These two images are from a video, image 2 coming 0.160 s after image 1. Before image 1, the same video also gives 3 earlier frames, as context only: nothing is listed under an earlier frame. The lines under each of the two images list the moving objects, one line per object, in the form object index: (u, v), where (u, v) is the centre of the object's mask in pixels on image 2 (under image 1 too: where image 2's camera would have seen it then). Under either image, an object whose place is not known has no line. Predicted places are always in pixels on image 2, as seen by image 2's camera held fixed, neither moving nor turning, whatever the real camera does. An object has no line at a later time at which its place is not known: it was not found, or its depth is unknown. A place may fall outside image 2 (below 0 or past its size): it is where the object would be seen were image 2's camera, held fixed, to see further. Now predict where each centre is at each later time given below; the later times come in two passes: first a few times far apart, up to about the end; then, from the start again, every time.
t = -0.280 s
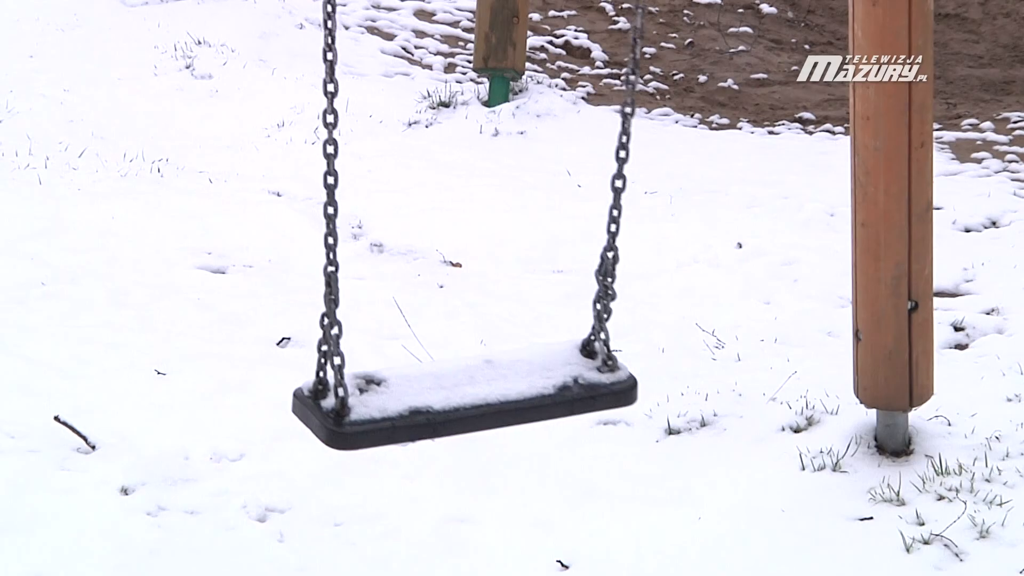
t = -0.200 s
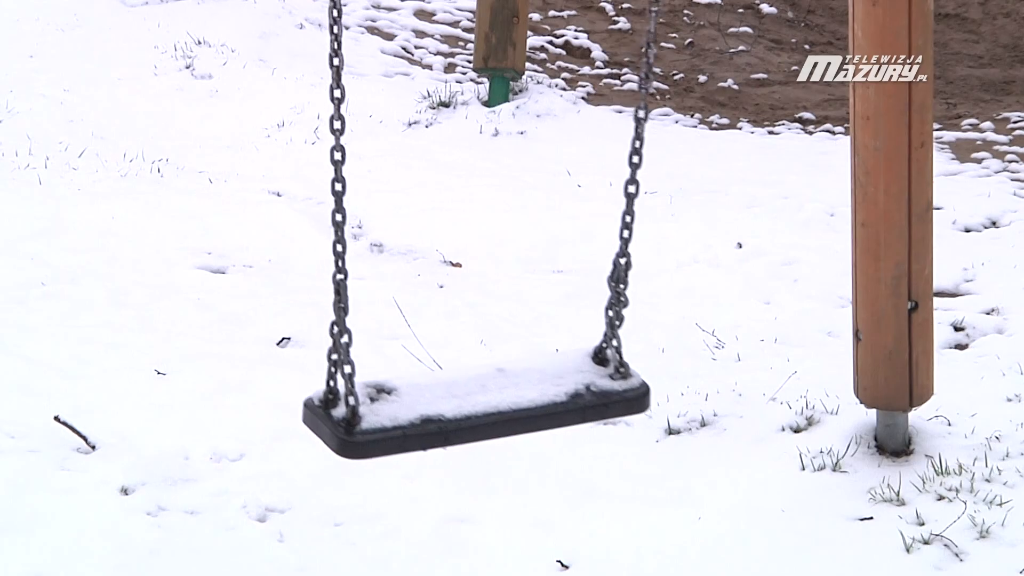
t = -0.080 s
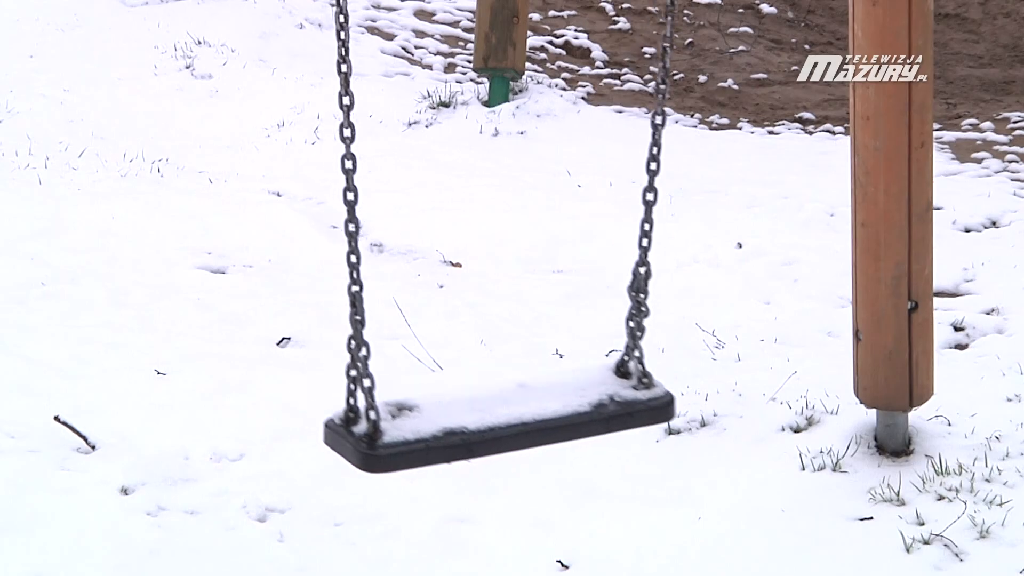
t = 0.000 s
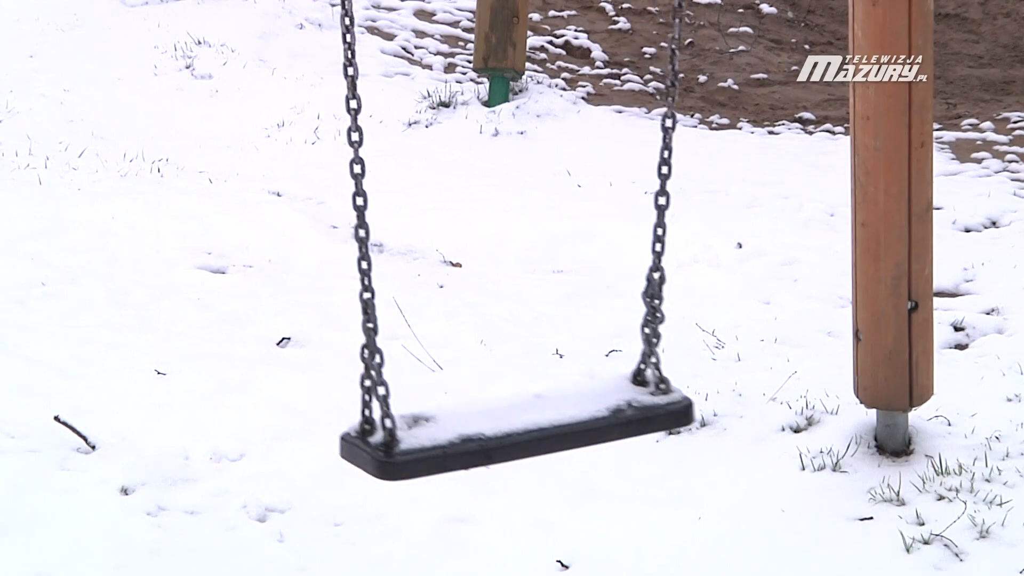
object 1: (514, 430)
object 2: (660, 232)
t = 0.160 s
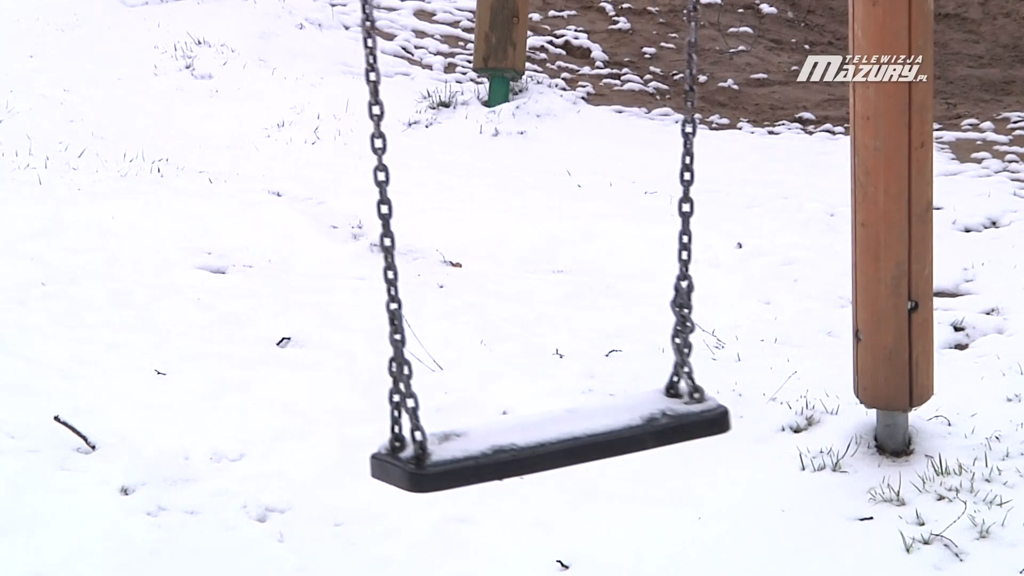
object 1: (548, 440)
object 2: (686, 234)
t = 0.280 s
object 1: (565, 448)
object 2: (703, 238)
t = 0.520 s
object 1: (590, 453)
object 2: (732, 239)
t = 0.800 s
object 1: (593, 451)
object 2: (726, 239)
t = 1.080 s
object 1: (546, 438)
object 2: (690, 236)
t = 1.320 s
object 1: (500, 414)
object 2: (649, 228)
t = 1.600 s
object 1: (458, 388)
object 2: (603, 215)
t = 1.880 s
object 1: (434, 375)
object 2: (589, 205)
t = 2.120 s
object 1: (449, 390)
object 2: (600, 209)
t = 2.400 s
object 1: (491, 420)
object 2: (637, 229)
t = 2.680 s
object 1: (545, 442)
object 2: (690, 239)
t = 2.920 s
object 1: (590, 452)
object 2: (723, 236)
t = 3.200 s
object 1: (597, 453)
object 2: (736, 237)
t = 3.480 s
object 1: (570, 443)
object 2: (711, 237)
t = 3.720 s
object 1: (528, 426)
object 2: (668, 234)
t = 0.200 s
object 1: (553, 443)
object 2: (691, 236)
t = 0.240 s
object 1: (559, 446)
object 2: (698, 234)
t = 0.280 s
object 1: (565, 448)
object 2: (703, 238)
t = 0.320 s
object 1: (571, 450)
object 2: (710, 241)
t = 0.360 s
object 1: (577, 452)
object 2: (716, 244)
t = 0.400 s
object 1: (579, 452)
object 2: (721, 242)
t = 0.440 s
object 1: (583, 453)
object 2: (726, 241)
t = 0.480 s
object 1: (587, 453)
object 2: (730, 244)
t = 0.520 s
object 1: (590, 453)
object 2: (732, 239)
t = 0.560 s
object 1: (592, 454)
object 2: (734, 237)
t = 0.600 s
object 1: (594, 454)
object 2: (735, 238)
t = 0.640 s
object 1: (596, 453)
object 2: (735, 238)
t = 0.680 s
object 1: (597, 452)
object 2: (735, 239)
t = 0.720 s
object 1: (597, 453)
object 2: (732, 238)
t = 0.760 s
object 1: (596, 451)
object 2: (730, 238)
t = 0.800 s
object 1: (593, 451)
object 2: (726, 239)
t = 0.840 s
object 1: (590, 450)
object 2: (722, 239)
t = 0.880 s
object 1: (584, 448)
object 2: (717, 237)
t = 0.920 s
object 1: (579, 448)
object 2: (712, 237)
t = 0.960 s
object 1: (570, 445)
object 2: (707, 236)
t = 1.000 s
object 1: (562, 443)
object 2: (701, 238)
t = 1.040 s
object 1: (554, 441)
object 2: (696, 238)
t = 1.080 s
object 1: (546, 438)
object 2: (690, 236)
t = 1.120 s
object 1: (540, 434)
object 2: (685, 236)
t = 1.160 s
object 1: (531, 431)
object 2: (678, 236)
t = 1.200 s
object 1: (522, 426)
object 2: (671, 233)
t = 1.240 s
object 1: (515, 422)
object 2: (664, 232)
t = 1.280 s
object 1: (508, 418)
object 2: (657, 231)
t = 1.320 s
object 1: (500, 414)
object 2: (649, 228)
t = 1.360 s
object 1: (494, 410)
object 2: (642, 227)
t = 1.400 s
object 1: (487, 405)
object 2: (635, 225)
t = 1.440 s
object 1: (481, 402)
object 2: (628, 221)
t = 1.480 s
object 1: (476, 398)
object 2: (621, 220)
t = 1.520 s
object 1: (469, 395)
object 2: (614, 219)
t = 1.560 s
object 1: (463, 391)
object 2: (608, 216)
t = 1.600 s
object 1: (458, 388)
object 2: (603, 215)
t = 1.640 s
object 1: (453, 385)
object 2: (599, 209)
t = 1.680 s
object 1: (448, 382)
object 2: (596, 209)
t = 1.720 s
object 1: (443, 380)
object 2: (593, 209)
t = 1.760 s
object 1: (440, 378)
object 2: (592, 206)
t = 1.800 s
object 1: (437, 376)
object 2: (591, 204)
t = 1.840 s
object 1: (435, 375)
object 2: (590, 205)
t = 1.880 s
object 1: (434, 375)
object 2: (589, 205)
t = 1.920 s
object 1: (434, 376)
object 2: (590, 205)
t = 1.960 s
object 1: (436, 378)
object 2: (591, 206)
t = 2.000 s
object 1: (438, 380)
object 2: (593, 205)
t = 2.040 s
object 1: (441, 383)
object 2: (595, 206)
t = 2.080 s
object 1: (444, 387)
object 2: (597, 209)
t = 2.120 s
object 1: (449, 390)
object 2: (600, 209)
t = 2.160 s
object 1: (455, 394)
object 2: (604, 213)
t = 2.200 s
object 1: (459, 398)
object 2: (607, 214)
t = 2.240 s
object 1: (465, 402)
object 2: (612, 219)
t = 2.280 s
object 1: (470, 405)
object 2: (616, 223)
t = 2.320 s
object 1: (477, 409)
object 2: (623, 224)
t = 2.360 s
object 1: (484, 415)
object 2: (630, 226)
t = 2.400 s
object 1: (491, 420)
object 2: (637, 229)
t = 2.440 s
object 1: (497, 424)
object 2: (644, 229)
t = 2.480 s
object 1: (503, 426)
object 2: (652, 230)
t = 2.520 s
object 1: (511, 430)
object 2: (660, 233)
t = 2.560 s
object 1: (519, 433)
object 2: (667, 237)
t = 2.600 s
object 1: (527, 438)
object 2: (675, 238)
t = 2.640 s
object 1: (537, 440)
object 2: (683, 239)
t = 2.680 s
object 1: (545, 442)
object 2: (690, 239)
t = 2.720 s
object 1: (554, 445)
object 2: (697, 239)
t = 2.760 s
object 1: (561, 447)
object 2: (703, 237)
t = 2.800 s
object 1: (571, 450)
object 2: (709, 237)
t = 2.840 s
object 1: (578, 451)
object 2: (714, 238)
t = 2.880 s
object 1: (584, 452)
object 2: (719, 239)
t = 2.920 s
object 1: (590, 452)
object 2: (723, 236)
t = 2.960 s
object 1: (594, 453)
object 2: (727, 236)
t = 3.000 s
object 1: (597, 453)
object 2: (729, 238)
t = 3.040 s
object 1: (599, 453)
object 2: (732, 237)
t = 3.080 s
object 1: (601, 454)
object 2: (734, 238)
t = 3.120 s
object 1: (601, 454)
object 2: (735, 237)
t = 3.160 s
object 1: (598, 454)
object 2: (736, 236)
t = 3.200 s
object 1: (597, 453)
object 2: (736, 237)
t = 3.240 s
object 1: (594, 452)
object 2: (734, 237)
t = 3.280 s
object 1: (592, 452)
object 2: (732, 236)
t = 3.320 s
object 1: (589, 450)
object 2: (730, 237)
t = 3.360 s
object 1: (586, 449)
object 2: (727, 237)
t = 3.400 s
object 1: (581, 447)
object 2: (722, 239)
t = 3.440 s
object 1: (578, 445)
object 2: (717, 238)
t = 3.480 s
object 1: (570, 443)
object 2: (711, 237)
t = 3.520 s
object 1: (565, 440)
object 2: (705, 233)
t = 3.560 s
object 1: (558, 437)
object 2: (697, 236)
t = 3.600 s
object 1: (552, 434)
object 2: (690, 234)
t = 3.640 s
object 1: (545, 431)
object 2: (682, 233)
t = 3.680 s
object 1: (536, 428)
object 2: (675, 235)
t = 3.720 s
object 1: (528, 426)
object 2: (668, 234)
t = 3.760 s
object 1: (518, 422)
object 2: (660, 232)
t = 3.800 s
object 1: (510, 417)
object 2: (653, 229)
